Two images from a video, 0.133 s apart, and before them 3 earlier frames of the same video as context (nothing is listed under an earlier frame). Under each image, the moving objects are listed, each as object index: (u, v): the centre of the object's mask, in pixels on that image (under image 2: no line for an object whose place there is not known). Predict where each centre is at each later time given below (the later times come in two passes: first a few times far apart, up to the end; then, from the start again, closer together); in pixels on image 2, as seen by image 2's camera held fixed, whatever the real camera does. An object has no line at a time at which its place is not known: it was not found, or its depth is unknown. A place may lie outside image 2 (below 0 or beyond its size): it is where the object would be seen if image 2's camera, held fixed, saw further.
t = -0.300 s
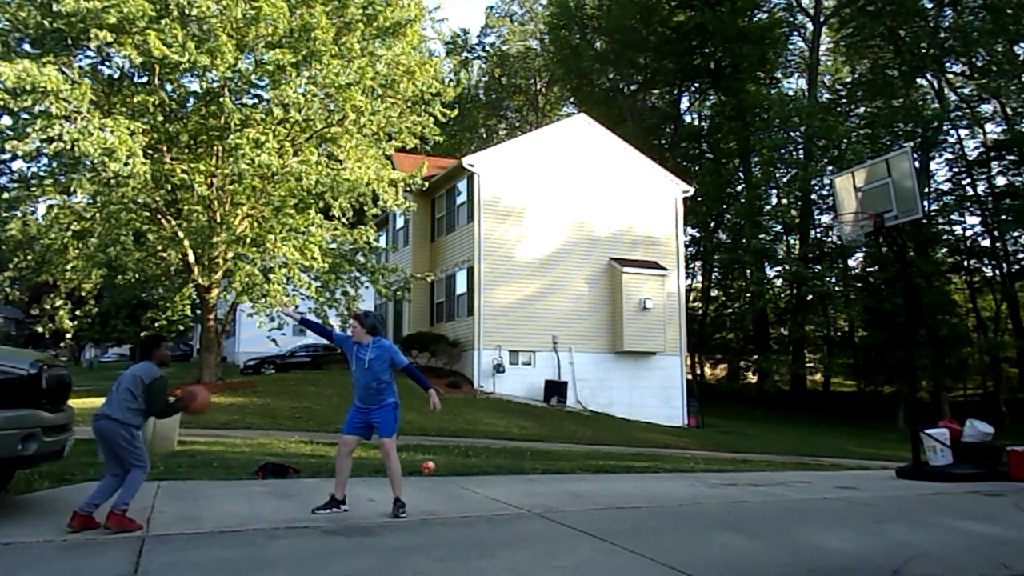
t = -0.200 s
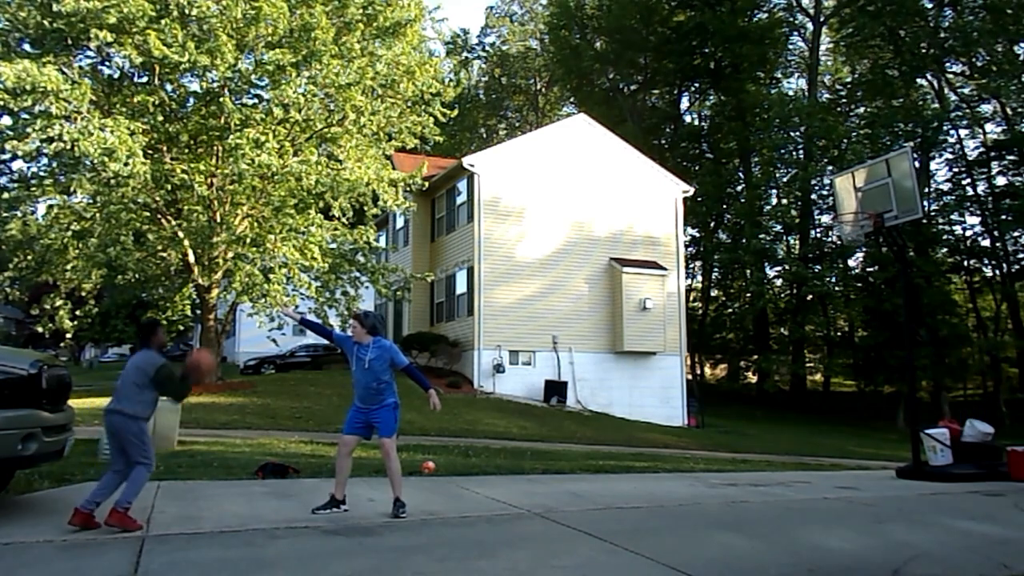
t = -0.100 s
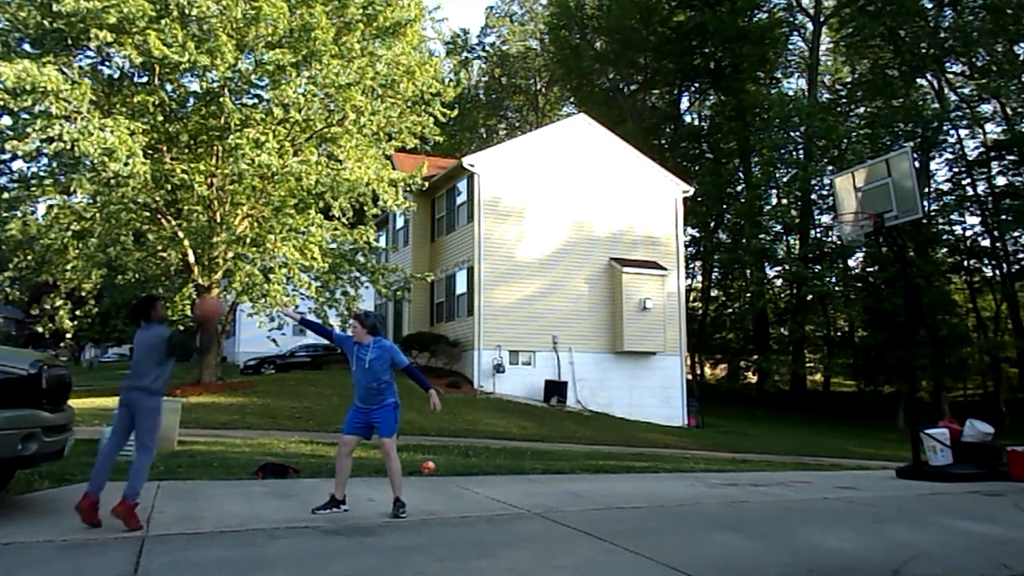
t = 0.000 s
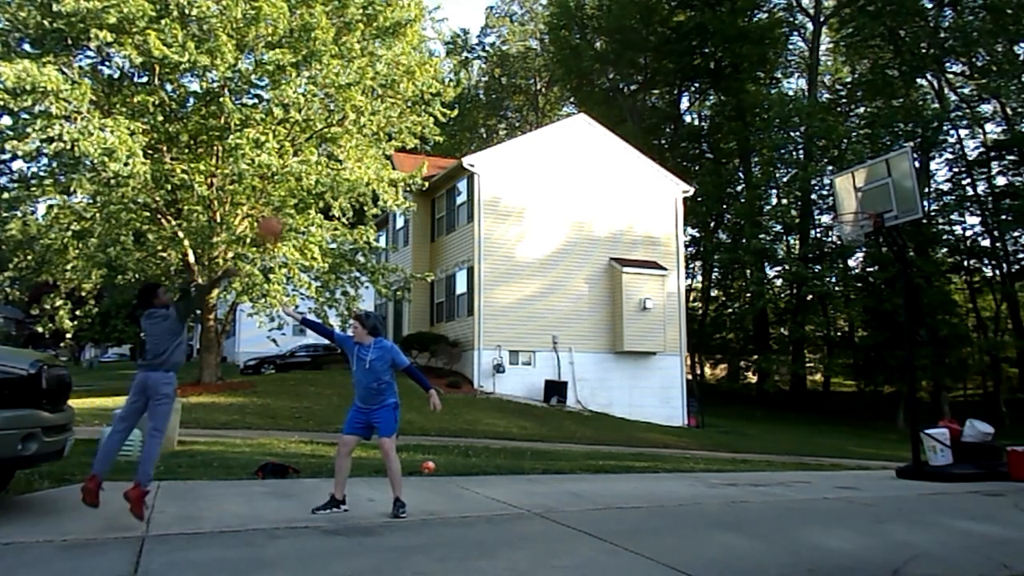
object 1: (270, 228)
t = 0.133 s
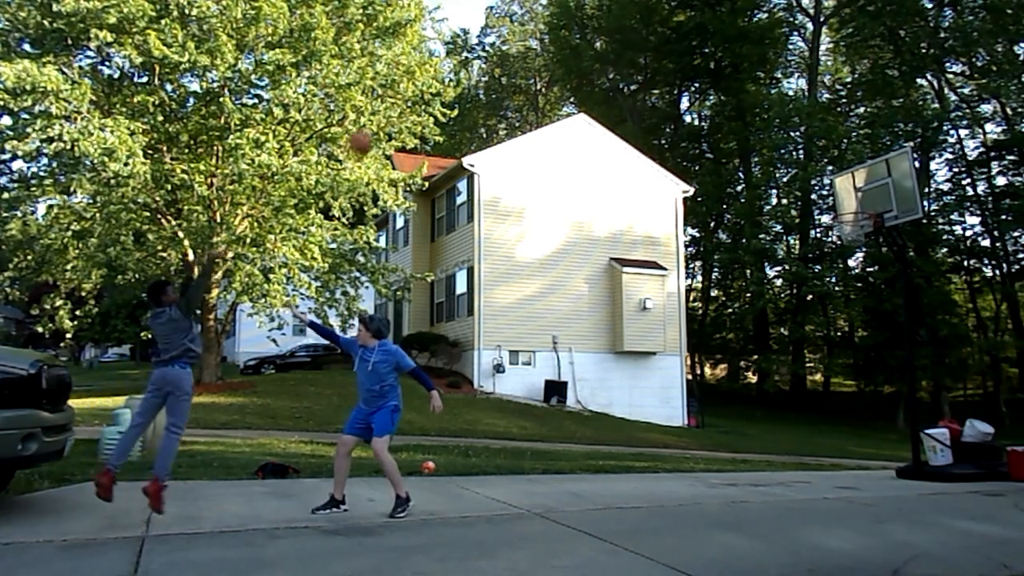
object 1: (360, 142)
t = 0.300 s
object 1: (457, 71)
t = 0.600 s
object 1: (604, 30)
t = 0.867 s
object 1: (719, 62)
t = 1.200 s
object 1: (848, 180)
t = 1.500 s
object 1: (957, 350)
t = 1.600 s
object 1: (991, 419)
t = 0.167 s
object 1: (381, 125)
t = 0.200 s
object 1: (400, 110)
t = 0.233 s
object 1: (419, 96)
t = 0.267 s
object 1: (437, 84)
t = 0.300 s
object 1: (457, 71)
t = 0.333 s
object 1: (474, 63)
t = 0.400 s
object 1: (508, 49)
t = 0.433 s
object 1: (527, 42)
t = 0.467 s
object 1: (543, 37)
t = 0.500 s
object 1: (559, 33)
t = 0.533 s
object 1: (573, 31)
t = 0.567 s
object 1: (590, 30)
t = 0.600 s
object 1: (604, 30)
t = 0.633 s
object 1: (620, 29)
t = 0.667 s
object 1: (634, 32)
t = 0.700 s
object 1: (649, 35)
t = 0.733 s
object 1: (663, 38)
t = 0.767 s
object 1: (677, 43)
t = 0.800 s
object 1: (691, 49)
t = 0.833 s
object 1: (707, 55)
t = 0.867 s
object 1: (719, 62)
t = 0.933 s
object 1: (745, 78)
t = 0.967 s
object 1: (758, 88)
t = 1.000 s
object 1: (771, 98)
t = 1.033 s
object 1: (785, 109)
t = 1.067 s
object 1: (798, 121)
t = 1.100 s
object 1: (812, 135)
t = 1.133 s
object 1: (822, 148)
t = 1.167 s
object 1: (836, 163)
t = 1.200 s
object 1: (848, 180)
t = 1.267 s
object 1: (873, 214)
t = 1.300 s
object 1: (885, 230)
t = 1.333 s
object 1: (897, 248)
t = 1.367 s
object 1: (909, 267)
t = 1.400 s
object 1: (921, 286)
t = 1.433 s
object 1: (933, 306)
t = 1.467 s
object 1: (945, 329)
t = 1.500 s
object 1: (957, 350)
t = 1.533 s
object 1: (969, 373)
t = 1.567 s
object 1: (981, 397)
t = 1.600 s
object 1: (991, 419)
